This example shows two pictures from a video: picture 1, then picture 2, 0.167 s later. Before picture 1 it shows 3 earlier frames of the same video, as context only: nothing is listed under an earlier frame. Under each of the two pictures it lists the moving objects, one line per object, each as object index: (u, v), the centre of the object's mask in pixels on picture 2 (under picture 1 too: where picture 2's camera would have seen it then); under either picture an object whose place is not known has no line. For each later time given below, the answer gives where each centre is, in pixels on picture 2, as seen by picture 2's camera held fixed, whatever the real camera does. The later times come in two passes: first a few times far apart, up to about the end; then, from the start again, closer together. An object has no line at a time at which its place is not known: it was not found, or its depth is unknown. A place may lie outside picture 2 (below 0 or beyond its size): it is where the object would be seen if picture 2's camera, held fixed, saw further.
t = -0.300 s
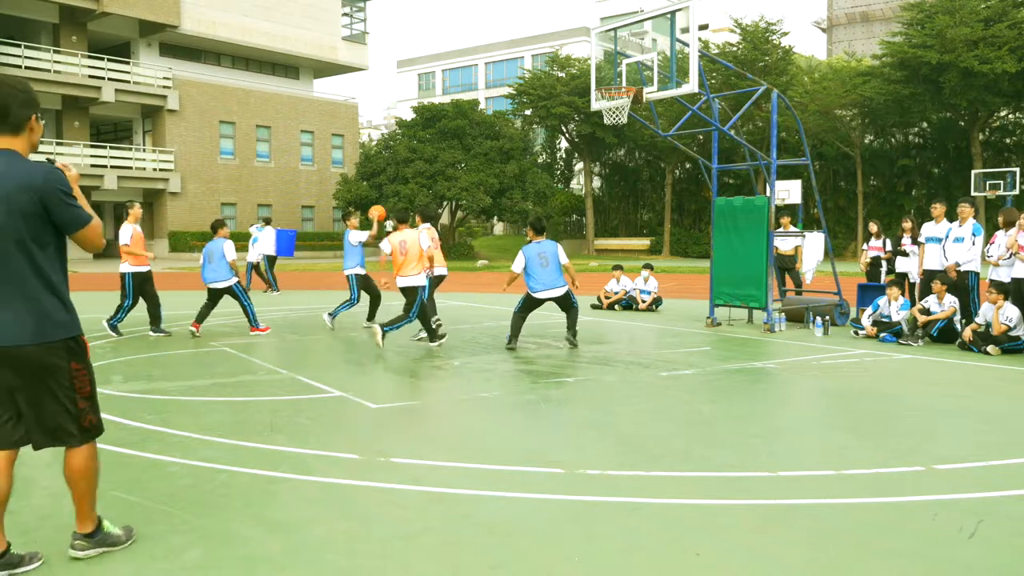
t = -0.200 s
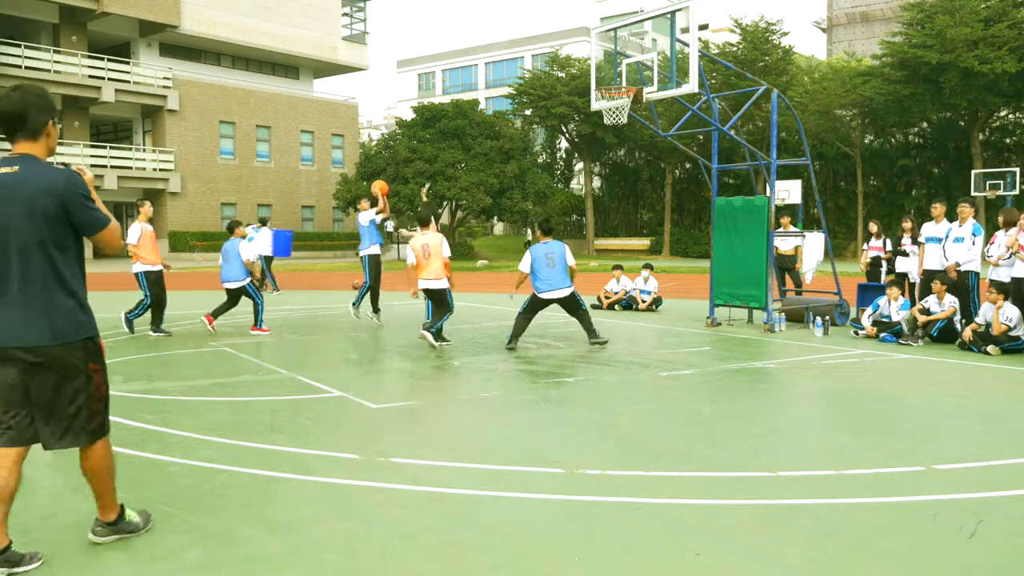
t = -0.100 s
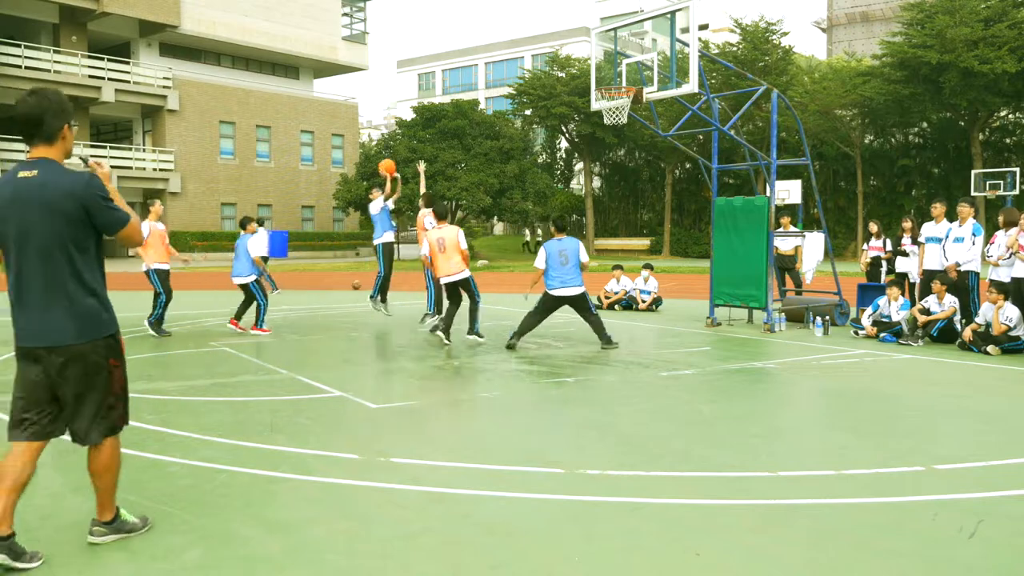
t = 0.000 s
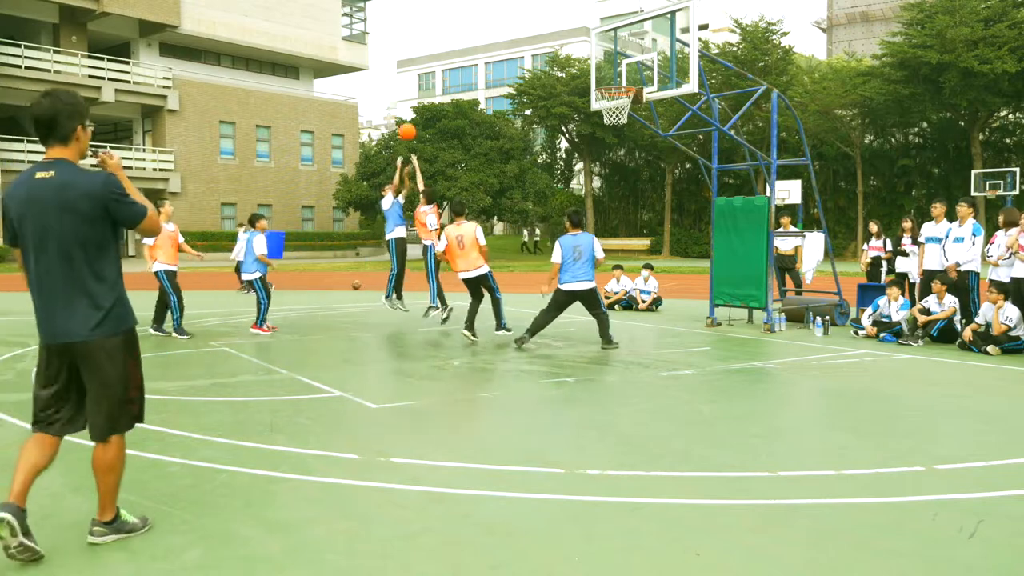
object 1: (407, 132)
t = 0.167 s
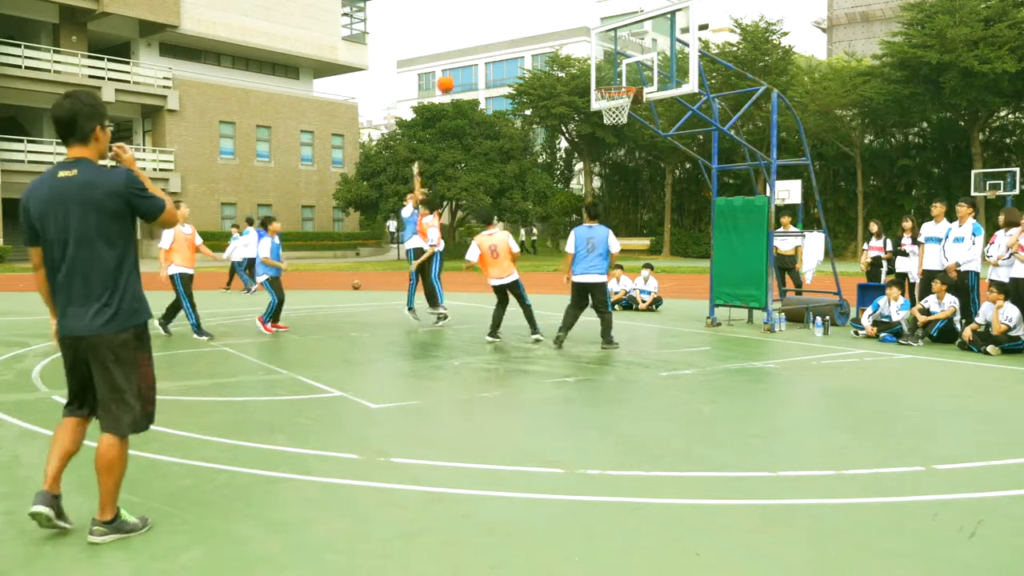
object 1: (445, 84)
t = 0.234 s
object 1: (461, 70)
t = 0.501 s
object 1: (527, 44)
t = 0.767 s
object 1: (596, 74)
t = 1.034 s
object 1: (593, 113)
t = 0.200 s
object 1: (453, 76)
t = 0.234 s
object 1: (461, 70)
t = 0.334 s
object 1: (485, 54)
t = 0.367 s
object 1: (493, 51)
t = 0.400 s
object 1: (502, 48)
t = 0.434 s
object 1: (510, 46)
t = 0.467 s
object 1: (518, 45)
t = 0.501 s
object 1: (527, 44)
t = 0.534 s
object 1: (535, 45)
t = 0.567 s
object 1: (543, 46)
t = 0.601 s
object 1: (552, 49)
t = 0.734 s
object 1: (586, 67)
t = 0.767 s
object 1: (596, 74)
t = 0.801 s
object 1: (604, 80)
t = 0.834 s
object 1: (613, 85)
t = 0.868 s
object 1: (615, 92)
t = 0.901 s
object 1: (611, 95)
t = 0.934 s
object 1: (608, 98)
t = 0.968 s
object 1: (602, 102)
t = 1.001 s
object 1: (597, 107)
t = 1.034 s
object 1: (593, 113)
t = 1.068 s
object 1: (590, 119)
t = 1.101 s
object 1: (585, 125)
